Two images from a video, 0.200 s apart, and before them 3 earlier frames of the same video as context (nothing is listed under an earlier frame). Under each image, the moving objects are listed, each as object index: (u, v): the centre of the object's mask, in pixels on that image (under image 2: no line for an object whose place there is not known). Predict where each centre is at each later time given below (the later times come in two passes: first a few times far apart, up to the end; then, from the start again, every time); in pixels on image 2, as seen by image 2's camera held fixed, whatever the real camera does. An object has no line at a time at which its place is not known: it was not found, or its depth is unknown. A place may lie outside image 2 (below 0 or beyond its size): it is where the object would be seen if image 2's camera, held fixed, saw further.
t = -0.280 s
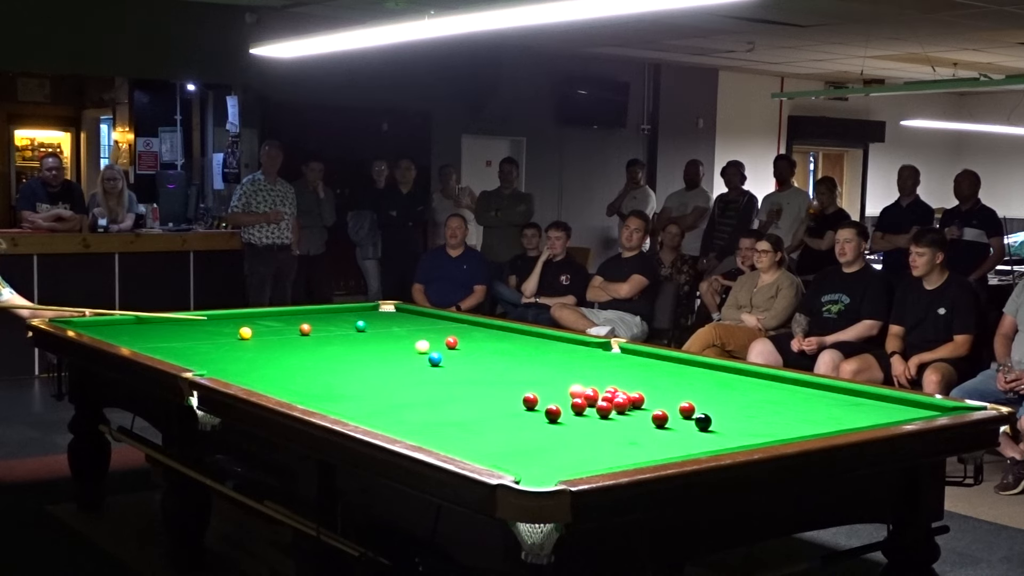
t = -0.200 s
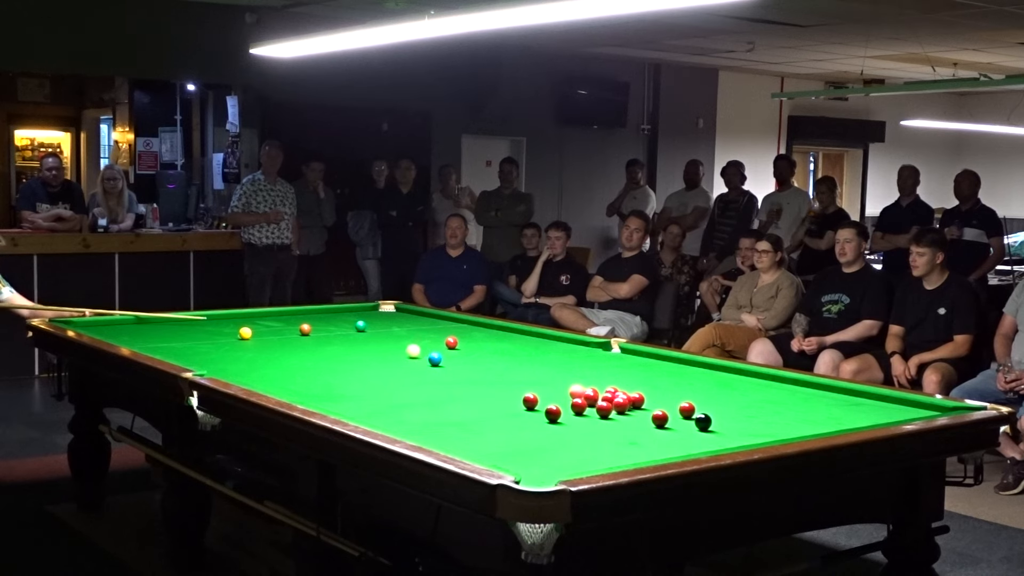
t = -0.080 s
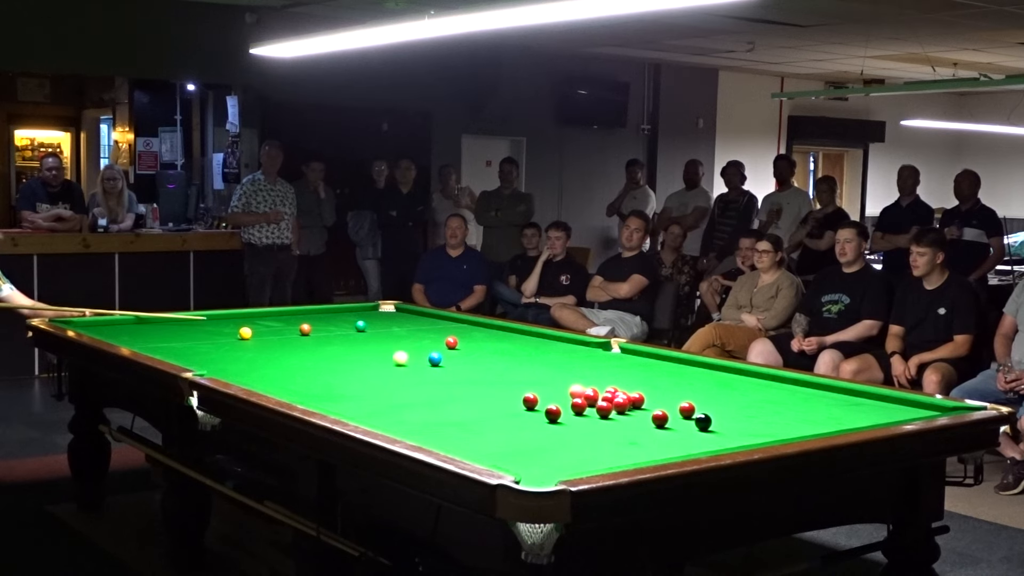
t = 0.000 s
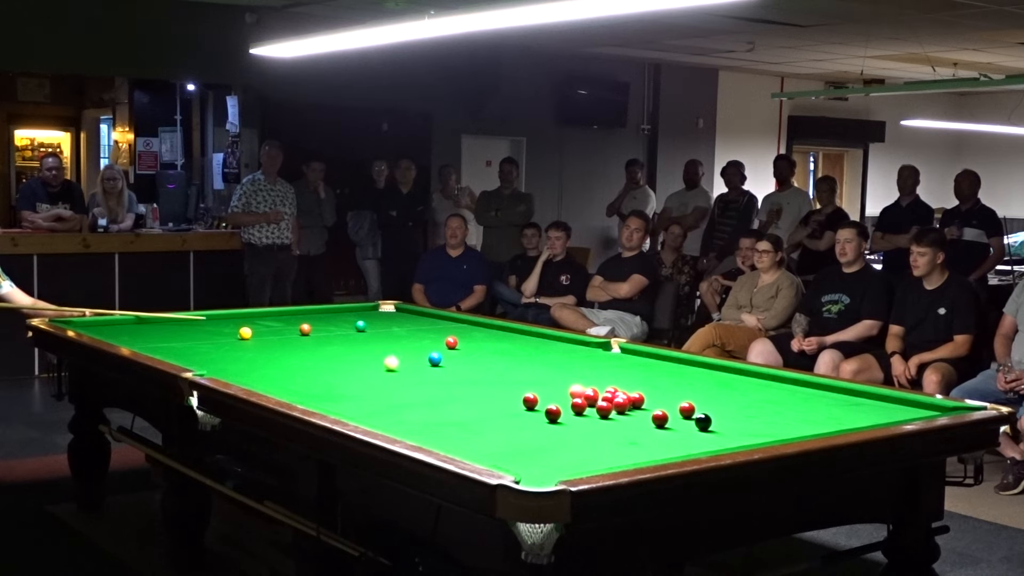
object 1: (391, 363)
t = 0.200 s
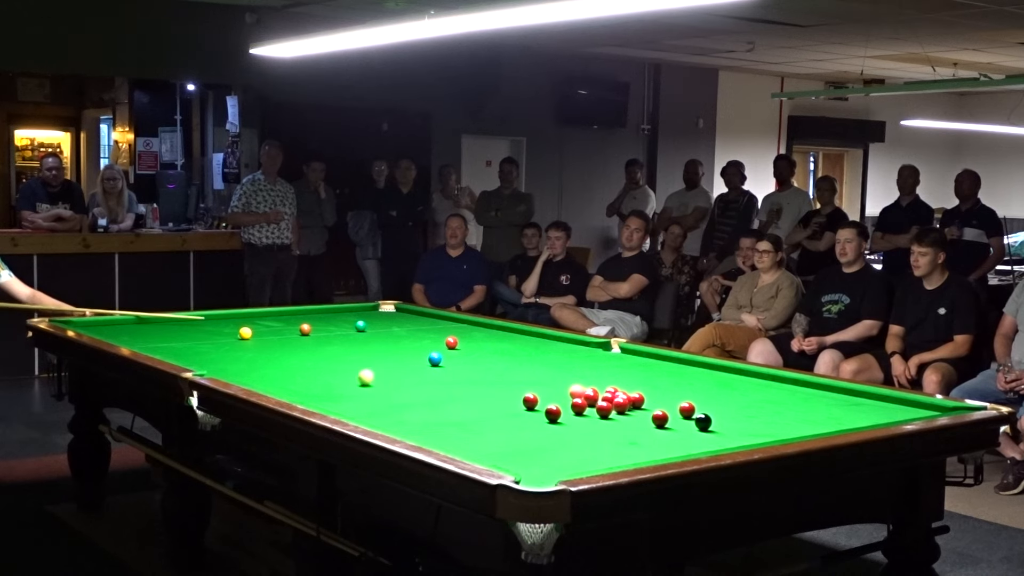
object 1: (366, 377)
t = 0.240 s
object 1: (360, 380)
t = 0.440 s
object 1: (330, 396)
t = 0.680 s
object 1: (371, 407)
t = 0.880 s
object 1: (436, 412)
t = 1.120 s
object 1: (511, 418)
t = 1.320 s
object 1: (574, 424)
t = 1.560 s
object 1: (652, 430)
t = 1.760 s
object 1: (717, 435)
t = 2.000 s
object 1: (770, 435)
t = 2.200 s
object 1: (765, 430)
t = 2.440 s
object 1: (760, 421)
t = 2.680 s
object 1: (756, 414)
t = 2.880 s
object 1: (753, 407)
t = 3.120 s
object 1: (749, 401)
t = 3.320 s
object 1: (747, 397)
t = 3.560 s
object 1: (743, 391)
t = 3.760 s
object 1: (741, 387)
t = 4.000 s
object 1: (738, 383)
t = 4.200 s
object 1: (736, 379)
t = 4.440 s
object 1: (734, 376)
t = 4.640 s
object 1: (732, 372)
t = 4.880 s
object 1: (730, 369)
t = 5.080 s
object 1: (725, 368)
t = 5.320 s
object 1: (713, 367)
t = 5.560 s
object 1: (702, 366)
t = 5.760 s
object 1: (694, 365)
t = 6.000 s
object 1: (685, 365)
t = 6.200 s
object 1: (678, 364)
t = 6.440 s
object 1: (672, 364)
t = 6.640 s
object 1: (667, 363)
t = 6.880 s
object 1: (663, 363)
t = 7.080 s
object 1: (660, 363)
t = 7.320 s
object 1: (658, 363)
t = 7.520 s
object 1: (657, 363)
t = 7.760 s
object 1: (657, 363)
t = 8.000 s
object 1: (657, 363)
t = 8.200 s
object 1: (657, 363)
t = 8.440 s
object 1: (657, 363)
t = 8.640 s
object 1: (657, 363)
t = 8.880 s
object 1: (657, 363)
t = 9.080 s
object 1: (657, 363)
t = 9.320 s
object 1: (657, 363)
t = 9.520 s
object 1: (657, 363)
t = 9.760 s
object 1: (657, 363)
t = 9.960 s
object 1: (657, 363)
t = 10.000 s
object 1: (657, 363)
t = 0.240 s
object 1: (360, 380)
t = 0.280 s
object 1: (354, 383)
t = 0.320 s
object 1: (349, 386)
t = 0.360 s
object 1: (343, 390)
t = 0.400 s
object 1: (337, 393)
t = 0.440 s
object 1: (330, 396)
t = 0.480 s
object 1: (324, 400)
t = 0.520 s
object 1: (318, 401)
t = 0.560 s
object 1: (324, 403)
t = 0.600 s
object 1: (340, 405)
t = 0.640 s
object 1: (356, 407)
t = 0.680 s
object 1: (371, 407)
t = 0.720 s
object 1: (385, 408)
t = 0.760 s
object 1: (399, 409)
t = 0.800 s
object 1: (411, 409)
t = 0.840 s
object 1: (424, 411)
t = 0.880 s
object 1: (436, 412)
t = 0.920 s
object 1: (449, 413)
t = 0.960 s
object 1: (461, 414)
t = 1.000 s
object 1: (473, 415)
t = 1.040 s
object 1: (486, 416)
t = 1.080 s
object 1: (499, 417)
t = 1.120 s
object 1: (511, 418)
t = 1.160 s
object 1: (523, 419)
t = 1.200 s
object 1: (537, 421)
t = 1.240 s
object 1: (549, 421)
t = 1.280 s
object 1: (561, 422)
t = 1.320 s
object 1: (574, 424)
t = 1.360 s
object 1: (588, 425)
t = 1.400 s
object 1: (600, 426)
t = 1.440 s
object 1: (613, 427)
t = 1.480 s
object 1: (626, 428)
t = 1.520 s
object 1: (639, 429)
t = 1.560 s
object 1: (652, 430)
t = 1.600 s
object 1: (665, 431)
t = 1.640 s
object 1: (678, 433)
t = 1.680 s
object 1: (691, 433)
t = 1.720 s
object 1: (704, 434)
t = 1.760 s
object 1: (717, 435)
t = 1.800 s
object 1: (730, 436)
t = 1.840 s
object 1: (743, 436)
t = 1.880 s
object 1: (756, 436)
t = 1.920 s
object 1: (769, 436)
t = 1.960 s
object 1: (773, 436)
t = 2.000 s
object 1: (770, 435)
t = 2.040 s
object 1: (769, 434)
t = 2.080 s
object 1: (767, 433)
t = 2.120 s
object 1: (766, 432)
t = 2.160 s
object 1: (766, 431)
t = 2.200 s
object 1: (765, 430)
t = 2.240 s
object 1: (764, 428)
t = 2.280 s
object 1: (763, 427)
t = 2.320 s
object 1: (762, 426)
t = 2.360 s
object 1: (762, 424)
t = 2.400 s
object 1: (761, 423)
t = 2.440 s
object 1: (760, 421)
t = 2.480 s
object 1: (760, 420)
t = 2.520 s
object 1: (759, 419)
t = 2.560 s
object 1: (758, 417)
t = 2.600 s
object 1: (757, 416)
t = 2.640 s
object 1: (756, 415)
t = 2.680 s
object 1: (756, 414)
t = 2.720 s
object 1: (755, 412)
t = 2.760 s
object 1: (755, 411)
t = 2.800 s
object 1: (754, 410)
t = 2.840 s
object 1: (753, 409)
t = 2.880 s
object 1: (753, 407)
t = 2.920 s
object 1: (752, 406)
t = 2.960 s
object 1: (752, 405)
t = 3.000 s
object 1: (751, 405)
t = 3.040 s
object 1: (750, 404)
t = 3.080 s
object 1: (750, 402)
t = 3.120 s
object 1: (749, 401)
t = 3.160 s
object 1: (749, 400)
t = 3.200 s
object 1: (748, 399)
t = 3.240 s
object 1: (748, 398)
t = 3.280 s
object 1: (747, 397)
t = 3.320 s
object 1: (747, 397)
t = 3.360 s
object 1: (746, 396)
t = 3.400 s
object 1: (746, 395)
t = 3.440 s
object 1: (745, 394)
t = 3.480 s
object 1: (744, 393)
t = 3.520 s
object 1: (744, 392)
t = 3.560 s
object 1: (743, 391)
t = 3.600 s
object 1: (743, 390)
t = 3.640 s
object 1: (743, 389)
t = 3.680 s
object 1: (742, 389)
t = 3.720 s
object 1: (741, 388)
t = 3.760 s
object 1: (741, 387)
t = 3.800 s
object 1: (740, 387)
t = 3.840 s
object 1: (740, 386)
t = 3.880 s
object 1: (740, 385)
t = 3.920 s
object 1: (739, 384)
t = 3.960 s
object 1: (739, 383)
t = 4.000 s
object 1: (738, 383)
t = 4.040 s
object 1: (738, 382)
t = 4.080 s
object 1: (737, 381)
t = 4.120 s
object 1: (737, 381)
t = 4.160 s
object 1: (737, 380)
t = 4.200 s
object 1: (736, 379)
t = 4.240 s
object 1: (736, 379)
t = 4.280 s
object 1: (735, 378)
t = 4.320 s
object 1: (735, 377)
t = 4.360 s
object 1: (735, 377)
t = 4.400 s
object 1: (734, 376)
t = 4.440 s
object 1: (734, 376)
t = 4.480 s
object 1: (733, 375)
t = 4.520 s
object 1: (733, 374)
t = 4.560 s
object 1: (733, 374)
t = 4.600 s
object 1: (732, 373)
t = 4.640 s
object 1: (732, 372)
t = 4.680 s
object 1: (732, 372)
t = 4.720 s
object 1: (731, 371)
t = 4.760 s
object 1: (731, 371)
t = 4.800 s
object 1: (731, 371)
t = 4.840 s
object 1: (730, 370)
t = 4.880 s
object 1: (730, 369)
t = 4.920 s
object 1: (730, 369)
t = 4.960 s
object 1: (730, 369)
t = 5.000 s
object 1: (729, 368)
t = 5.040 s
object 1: (727, 368)
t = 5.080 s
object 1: (725, 368)
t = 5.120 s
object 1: (723, 368)
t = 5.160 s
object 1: (721, 367)
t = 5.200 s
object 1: (719, 367)
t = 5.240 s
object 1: (717, 367)
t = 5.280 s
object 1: (715, 367)
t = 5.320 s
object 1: (713, 367)
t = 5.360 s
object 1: (711, 367)
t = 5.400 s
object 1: (709, 366)
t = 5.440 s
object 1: (707, 366)
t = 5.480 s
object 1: (705, 366)
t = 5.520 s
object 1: (704, 366)
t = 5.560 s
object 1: (702, 366)
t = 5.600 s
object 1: (700, 366)
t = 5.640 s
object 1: (698, 366)
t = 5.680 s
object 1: (697, 366)
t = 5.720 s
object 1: (695, 366)
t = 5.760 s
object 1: (694, 365)
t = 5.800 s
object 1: (692, 365)
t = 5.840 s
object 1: (690, 365)
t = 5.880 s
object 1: (689, 365)
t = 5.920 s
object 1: (688, 365)
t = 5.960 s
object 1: (686, 365)
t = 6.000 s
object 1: (685, 365)
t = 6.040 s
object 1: (684, 365)
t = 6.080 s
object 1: (682, 364)
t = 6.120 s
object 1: (681, 364)
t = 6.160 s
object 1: (679, 364)
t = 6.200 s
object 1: (678, 364)
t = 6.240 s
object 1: (677, 364)
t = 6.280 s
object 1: (676, 364)
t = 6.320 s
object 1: (675, 364)
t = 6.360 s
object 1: (674, 364)
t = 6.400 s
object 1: (673, 364)
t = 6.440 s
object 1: (672, 364)
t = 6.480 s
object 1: (671, 364)
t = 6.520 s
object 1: (670, 364)
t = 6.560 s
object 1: (669, 364)
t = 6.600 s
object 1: (668, 364)
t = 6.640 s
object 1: (667, 363)
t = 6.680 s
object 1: (667, 363)
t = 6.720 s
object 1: (666, 363)
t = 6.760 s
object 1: (665, 363)
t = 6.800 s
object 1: (664, 363)
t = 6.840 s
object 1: (664, 363)
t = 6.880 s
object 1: (663, 363)
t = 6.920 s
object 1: (662, 363)
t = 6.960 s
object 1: (662, 363)
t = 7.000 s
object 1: (661, 363)
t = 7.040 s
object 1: (661, 363)
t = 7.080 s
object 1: (660, 363)
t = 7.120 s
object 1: (660, 363)
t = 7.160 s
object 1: (659, 363)
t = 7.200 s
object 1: (659, 363)
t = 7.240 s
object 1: (659, 363)
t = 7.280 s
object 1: (658, 363)
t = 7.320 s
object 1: (658, 363)
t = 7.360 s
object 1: (658, 363)
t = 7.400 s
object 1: (657, 363)
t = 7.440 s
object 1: (657, 363)
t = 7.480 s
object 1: (657, 363)
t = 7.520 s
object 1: (657, 363)
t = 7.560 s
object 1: (657, 363)
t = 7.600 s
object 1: (657, 363)
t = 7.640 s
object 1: (657, 363)
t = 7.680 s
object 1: (657, 363)
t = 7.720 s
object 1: (657, 363)
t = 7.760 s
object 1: (657, 363)
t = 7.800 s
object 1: (657, 363)
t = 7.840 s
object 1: (657, 363)
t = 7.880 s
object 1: (657, 363)
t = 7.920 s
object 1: (657, 363)
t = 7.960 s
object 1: (657, 363)
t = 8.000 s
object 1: (657, 363)
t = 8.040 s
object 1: (657, 363)
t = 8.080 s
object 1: (657, 363)
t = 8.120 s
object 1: (657, 363)
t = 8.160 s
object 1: (657, 363)
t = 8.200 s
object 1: (657, 363)
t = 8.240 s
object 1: (657, 363)
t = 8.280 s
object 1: (657, 363)
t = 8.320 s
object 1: (657, 363)
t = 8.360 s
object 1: (657, 363)
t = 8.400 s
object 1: (657, 363)
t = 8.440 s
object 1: (657, 363)
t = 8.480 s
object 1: (657, 363)
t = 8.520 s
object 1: (657, 363)
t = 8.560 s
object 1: (657, 363)
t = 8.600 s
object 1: (657, 363)
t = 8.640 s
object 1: (657, 363)
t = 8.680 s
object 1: (657, 363)
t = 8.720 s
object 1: (657, 363)
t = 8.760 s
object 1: (657, 363)
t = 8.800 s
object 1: (657, 363)
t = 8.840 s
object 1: (657, 363)
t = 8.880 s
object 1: (657, 363)
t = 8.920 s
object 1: (657, 363)
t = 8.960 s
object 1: (657, 363)
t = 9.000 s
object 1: (657, 363)
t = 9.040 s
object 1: (657, 363)
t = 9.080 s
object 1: (657, 363)
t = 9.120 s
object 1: (657, 363)
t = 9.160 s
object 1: (657, 363)
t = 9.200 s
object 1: (657, 363)
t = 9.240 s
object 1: (657, 363)
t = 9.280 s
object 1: (657, 363)
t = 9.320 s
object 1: (657, 363)
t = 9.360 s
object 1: (657, 363)
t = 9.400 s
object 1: (657, 363)
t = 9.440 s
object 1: (657, 363)
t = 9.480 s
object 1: (657, 363)
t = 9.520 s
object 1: (657, 363)
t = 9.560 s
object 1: (657, 363)
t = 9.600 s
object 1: (657, 363)
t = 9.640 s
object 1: (657, 363)
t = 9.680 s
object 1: (657, 363)
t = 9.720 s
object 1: (657, 363)
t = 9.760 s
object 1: (657, 363)
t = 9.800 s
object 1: (657, 363)
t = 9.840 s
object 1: (657, 363)
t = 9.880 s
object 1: (657, 363)
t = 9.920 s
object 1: (657, 363)
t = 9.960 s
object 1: (657, 363)
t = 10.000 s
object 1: (657, 363)
